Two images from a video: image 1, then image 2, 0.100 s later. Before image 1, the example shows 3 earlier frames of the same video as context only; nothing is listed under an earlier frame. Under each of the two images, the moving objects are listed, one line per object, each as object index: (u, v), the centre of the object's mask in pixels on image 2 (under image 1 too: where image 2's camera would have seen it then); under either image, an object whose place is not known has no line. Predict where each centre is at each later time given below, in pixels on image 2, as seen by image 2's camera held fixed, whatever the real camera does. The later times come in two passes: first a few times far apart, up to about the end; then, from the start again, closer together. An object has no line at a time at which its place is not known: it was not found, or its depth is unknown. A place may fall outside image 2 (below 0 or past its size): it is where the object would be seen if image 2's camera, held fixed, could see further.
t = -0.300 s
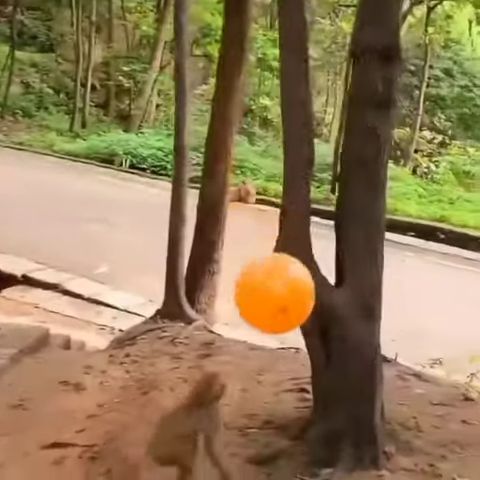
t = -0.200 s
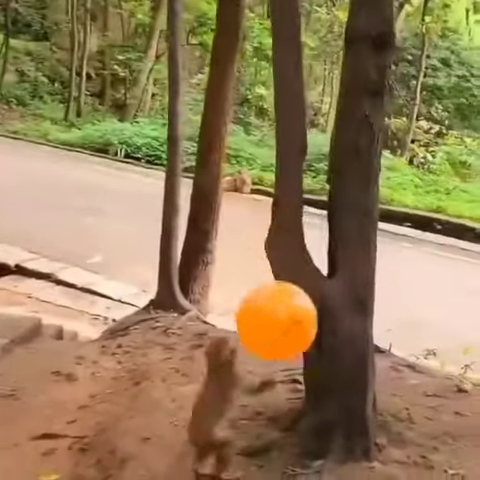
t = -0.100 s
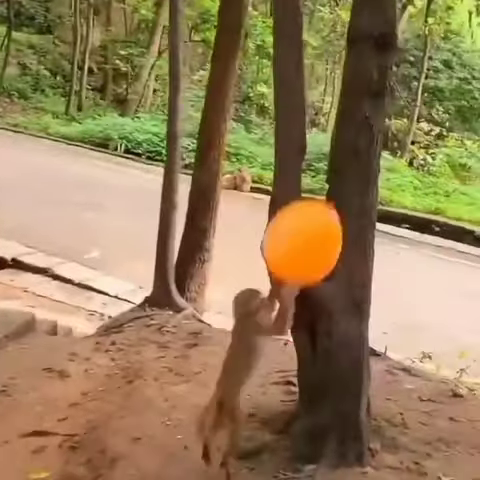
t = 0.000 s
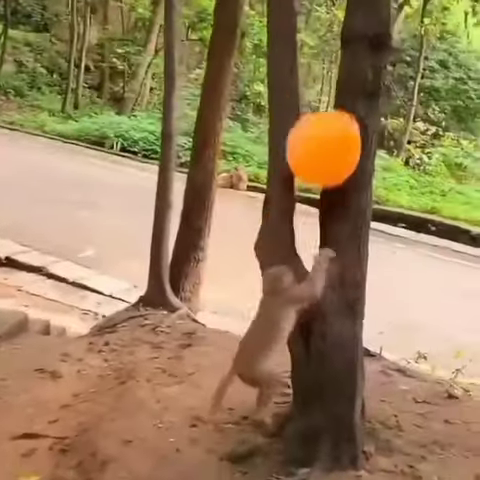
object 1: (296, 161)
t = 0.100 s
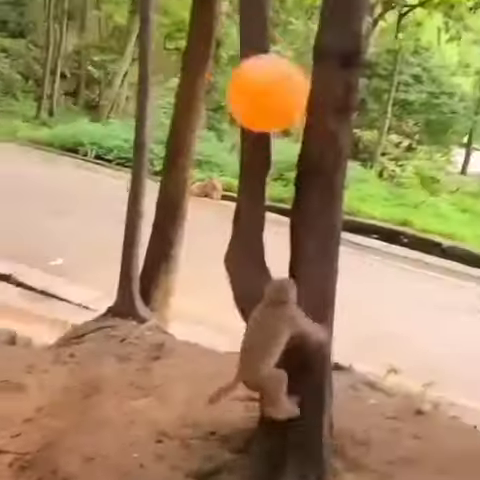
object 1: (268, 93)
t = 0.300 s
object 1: (210, -1)
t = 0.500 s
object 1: (163, -55)
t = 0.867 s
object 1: (95, -88)
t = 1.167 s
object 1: (61, -79)
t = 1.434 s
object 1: (39, -22)
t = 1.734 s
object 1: (25, 69)
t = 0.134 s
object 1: (257, 74)
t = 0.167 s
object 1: (247, 56)
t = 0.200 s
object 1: (238, 39)
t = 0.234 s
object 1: (229, 24)
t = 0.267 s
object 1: (220, 10)
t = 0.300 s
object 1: (210, -1)
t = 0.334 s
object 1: (202, -9)
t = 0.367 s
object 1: (193, -21)
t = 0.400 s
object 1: (185, -30)
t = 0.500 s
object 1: (163, -55)
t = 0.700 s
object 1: (122, -84)
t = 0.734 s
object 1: (116, -85)
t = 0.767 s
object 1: (110, -86)
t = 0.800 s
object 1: (105, -86)
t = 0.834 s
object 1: (100, -87)
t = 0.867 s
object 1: (95, -88)
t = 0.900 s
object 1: (92, -89)
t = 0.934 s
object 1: (89, -91)
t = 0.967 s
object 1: (85, -91)
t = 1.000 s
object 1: (80, -90)
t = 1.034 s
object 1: (76, -88)
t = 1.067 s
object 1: (72, -86)
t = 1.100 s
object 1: (67, -84)
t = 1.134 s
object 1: (63, -82)
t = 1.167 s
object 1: (61, -79)
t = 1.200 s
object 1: (59, -73)
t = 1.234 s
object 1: (55, -69)
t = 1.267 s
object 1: (52, -63)
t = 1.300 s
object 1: (48, -56)
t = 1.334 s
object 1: (45, -47)
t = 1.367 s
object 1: (42, -39)
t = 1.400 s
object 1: (41, -31)
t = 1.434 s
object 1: (39, -22)
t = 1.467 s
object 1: (38, -13)
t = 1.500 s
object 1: (37, -3)
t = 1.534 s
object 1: (36, 6)
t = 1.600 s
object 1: (34, 26)
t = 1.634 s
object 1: (31, 36)
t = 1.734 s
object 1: (25, 69)
